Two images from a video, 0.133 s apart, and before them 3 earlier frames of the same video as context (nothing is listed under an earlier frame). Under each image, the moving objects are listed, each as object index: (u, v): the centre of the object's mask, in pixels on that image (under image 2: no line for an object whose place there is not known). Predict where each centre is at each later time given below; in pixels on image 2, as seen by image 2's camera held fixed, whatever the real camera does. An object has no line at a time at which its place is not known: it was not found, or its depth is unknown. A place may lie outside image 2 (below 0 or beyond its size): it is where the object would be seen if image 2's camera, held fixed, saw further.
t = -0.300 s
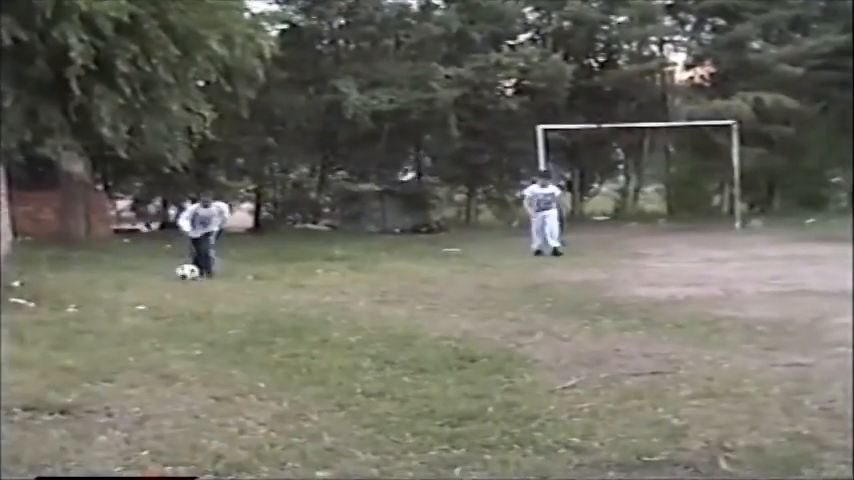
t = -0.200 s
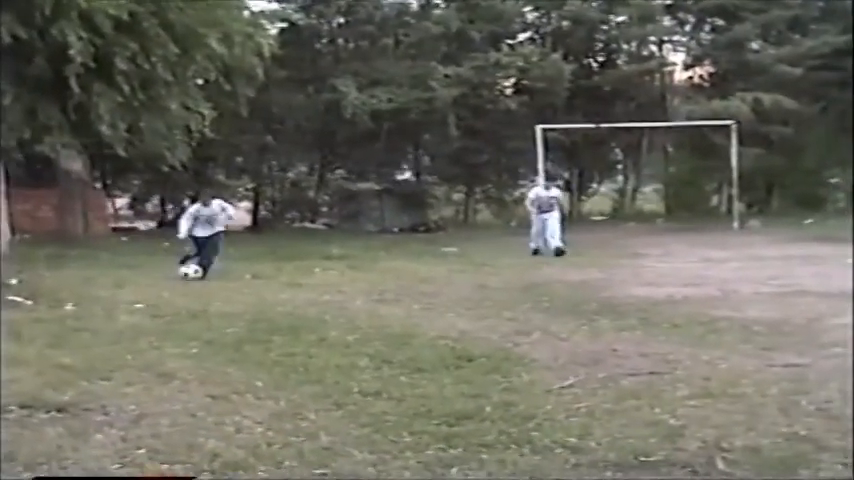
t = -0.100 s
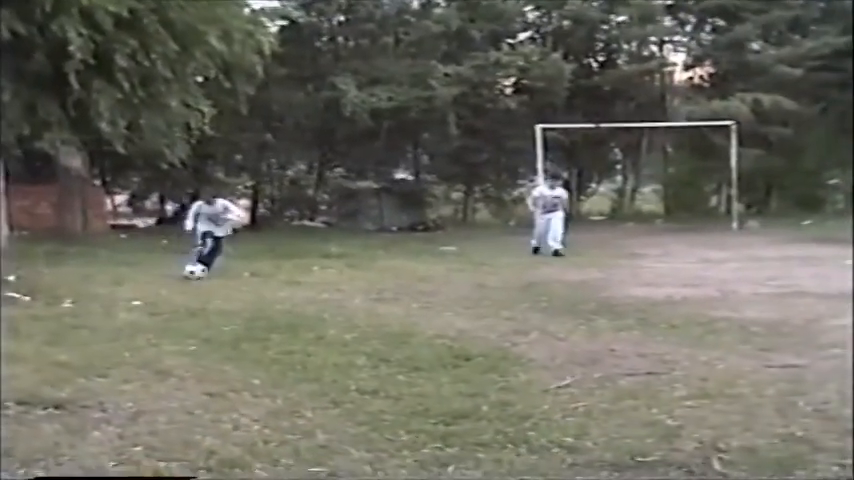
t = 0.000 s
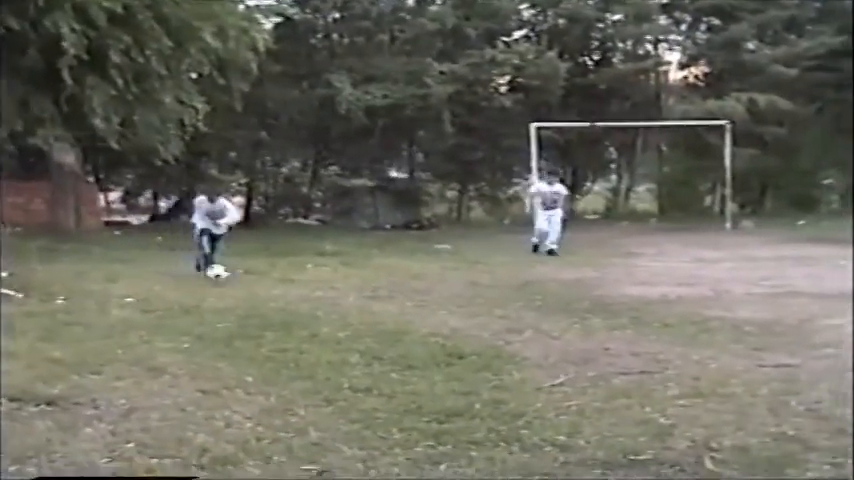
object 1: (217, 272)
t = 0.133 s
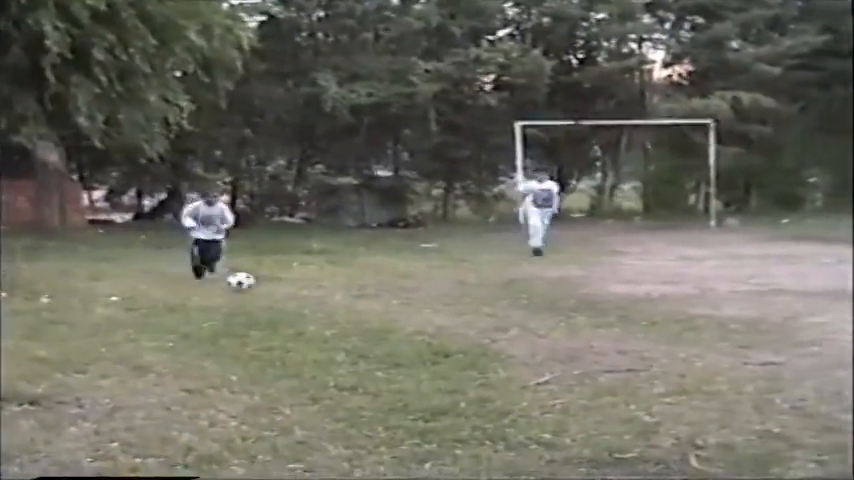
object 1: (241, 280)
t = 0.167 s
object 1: (249, 280)
